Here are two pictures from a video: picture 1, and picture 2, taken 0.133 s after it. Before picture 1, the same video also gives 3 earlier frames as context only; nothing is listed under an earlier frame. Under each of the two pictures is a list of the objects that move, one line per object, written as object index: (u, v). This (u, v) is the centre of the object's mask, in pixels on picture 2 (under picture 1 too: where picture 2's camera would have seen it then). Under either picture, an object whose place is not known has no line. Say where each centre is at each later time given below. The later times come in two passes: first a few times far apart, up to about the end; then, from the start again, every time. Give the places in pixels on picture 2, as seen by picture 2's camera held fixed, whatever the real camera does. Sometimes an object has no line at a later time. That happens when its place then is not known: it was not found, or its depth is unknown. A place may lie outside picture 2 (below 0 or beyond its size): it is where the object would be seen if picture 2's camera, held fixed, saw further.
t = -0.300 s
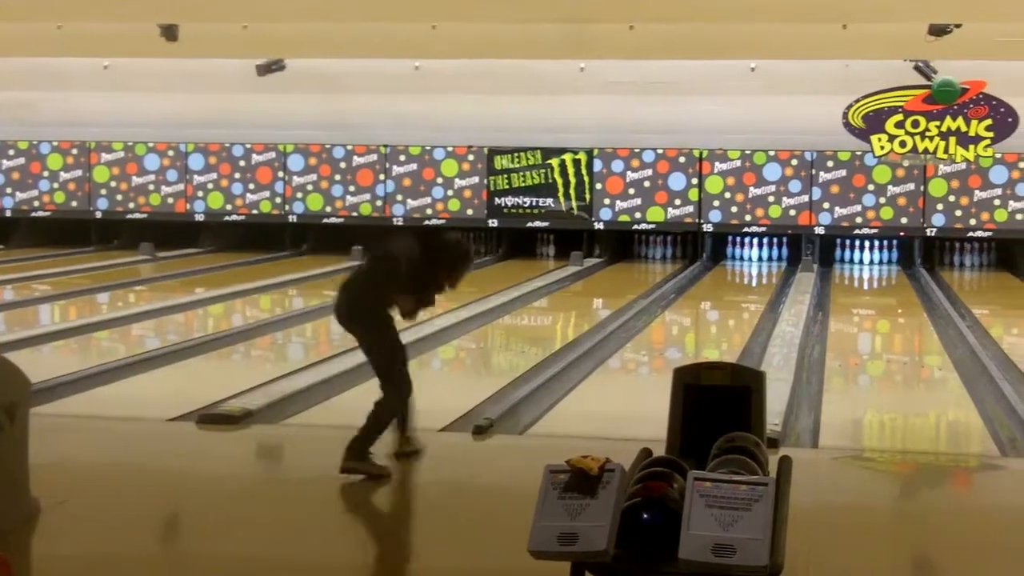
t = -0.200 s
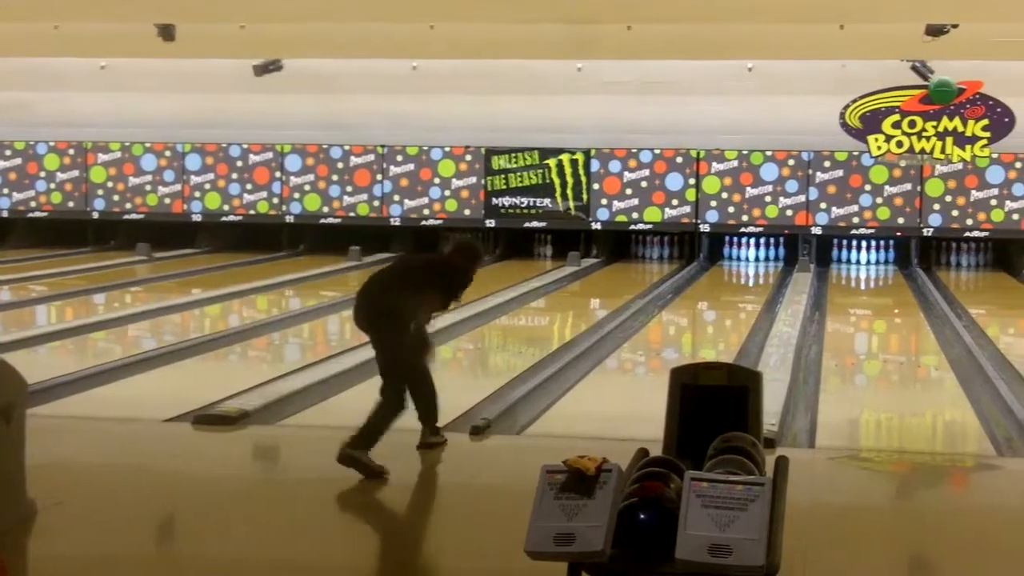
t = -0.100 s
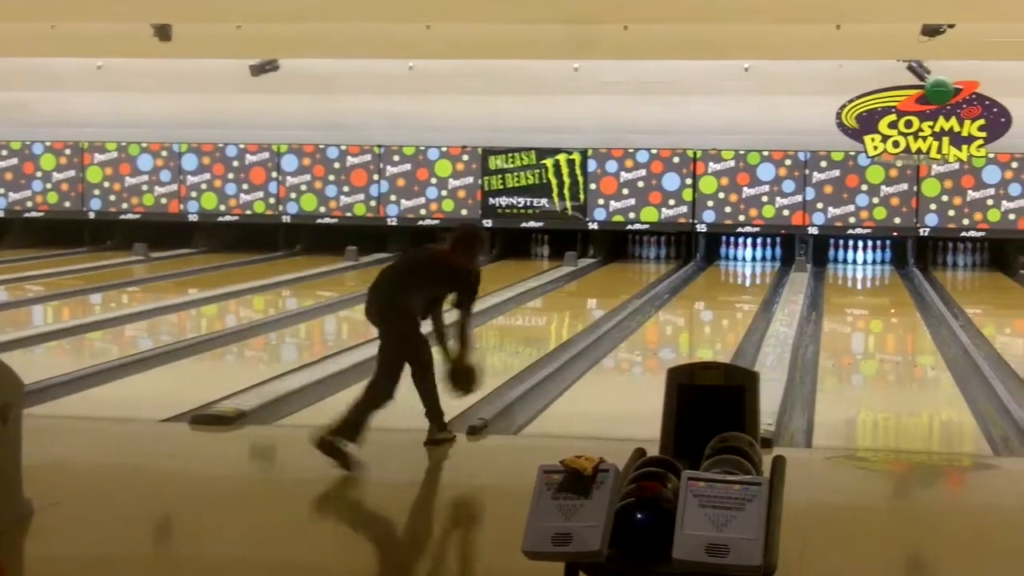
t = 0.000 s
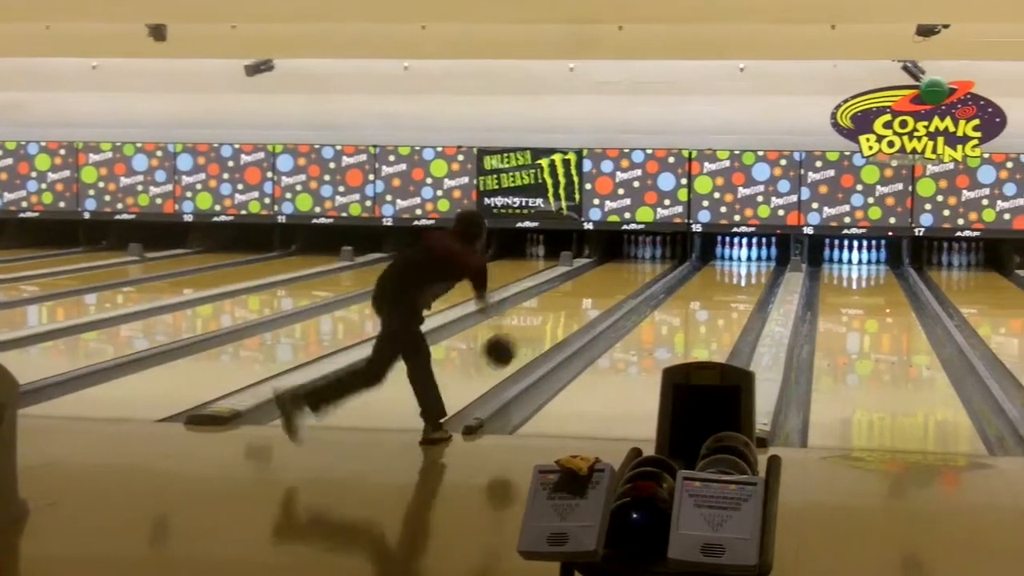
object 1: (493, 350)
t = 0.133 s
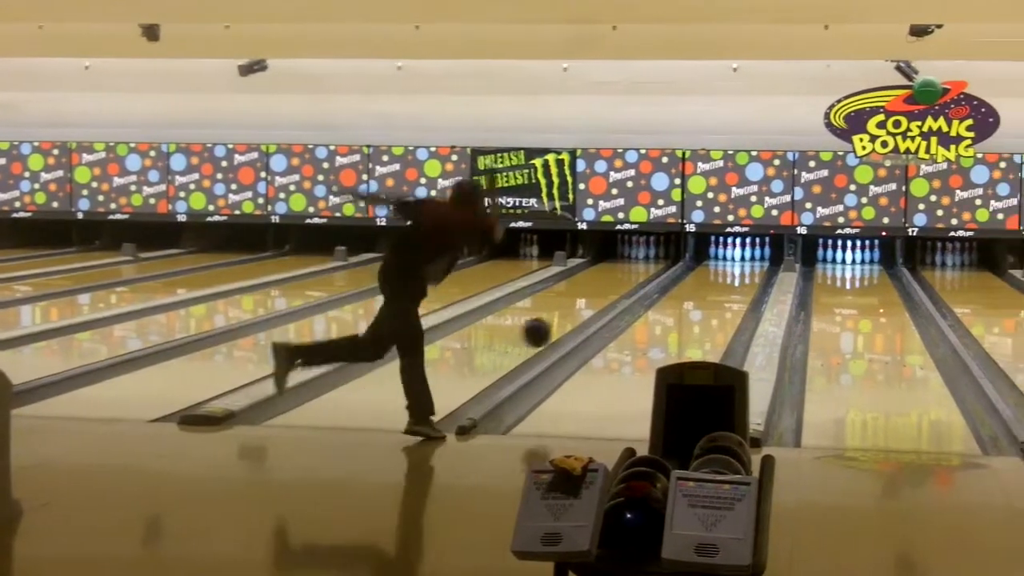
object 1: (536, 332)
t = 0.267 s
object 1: (572, 340)
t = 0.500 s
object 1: (623, 337)
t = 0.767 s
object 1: (663, 314)
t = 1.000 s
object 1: (690, 298)
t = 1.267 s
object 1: (713, 284)
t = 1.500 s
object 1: (725, 272)
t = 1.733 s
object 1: (730, 263)
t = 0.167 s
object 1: (546, 332)
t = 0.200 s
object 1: (556, 333)
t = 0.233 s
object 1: (565, 335)
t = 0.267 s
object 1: (572, 340)
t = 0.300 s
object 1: (581, 345)
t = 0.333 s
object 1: (588, 351)
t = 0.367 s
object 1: (596, 350)
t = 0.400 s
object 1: (603, 345)
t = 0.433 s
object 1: (610, 343)
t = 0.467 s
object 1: (617, 340)
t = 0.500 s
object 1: (623, 337)
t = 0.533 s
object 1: (628, 334)
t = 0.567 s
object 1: (634, 331)
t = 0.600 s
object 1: (640, 327)
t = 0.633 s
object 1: (644, 325)
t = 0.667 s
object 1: (650, 322)
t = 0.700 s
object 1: (654, 319)
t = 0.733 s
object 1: (659, 317)
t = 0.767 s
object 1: (663, 314)
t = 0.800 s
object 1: (668, 312)
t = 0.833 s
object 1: (672, 310)
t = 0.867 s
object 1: (676, 307)
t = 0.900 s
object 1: (680, 305)
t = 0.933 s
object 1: (683, 302)
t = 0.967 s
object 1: (687, 300)
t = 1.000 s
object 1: (690, 298)
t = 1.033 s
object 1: (694, 296)
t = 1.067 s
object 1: (697, 294)
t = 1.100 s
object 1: (700, 292)
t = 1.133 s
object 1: (703, 290)
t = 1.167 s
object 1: (705, 288)
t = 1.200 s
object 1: (708, 287)
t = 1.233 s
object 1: (711, 285)
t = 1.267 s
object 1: (713, 284)
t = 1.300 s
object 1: (716, 282)
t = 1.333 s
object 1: (718, 280)
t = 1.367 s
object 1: (720, 279)
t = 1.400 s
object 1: (721, 277)
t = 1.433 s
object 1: (723, 275)
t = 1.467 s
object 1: (724, 274)
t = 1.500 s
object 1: (725, 272)
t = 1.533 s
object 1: (727, 271)
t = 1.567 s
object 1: (727, 270)
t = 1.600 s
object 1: (728, 268)
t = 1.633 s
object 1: (729, 267)
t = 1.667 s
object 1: (729, 266)
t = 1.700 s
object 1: (729, 264)
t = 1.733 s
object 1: (730, 263)
